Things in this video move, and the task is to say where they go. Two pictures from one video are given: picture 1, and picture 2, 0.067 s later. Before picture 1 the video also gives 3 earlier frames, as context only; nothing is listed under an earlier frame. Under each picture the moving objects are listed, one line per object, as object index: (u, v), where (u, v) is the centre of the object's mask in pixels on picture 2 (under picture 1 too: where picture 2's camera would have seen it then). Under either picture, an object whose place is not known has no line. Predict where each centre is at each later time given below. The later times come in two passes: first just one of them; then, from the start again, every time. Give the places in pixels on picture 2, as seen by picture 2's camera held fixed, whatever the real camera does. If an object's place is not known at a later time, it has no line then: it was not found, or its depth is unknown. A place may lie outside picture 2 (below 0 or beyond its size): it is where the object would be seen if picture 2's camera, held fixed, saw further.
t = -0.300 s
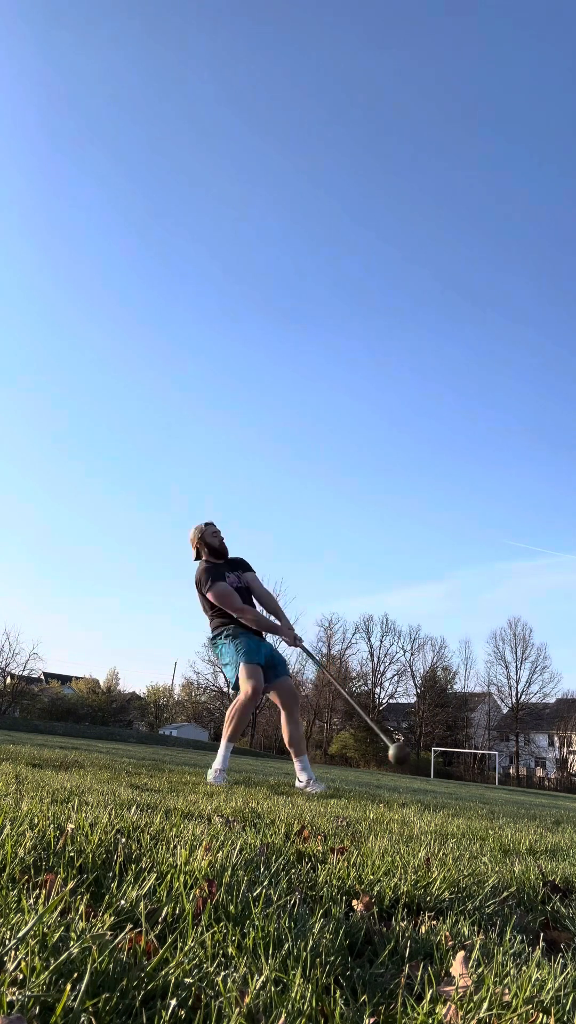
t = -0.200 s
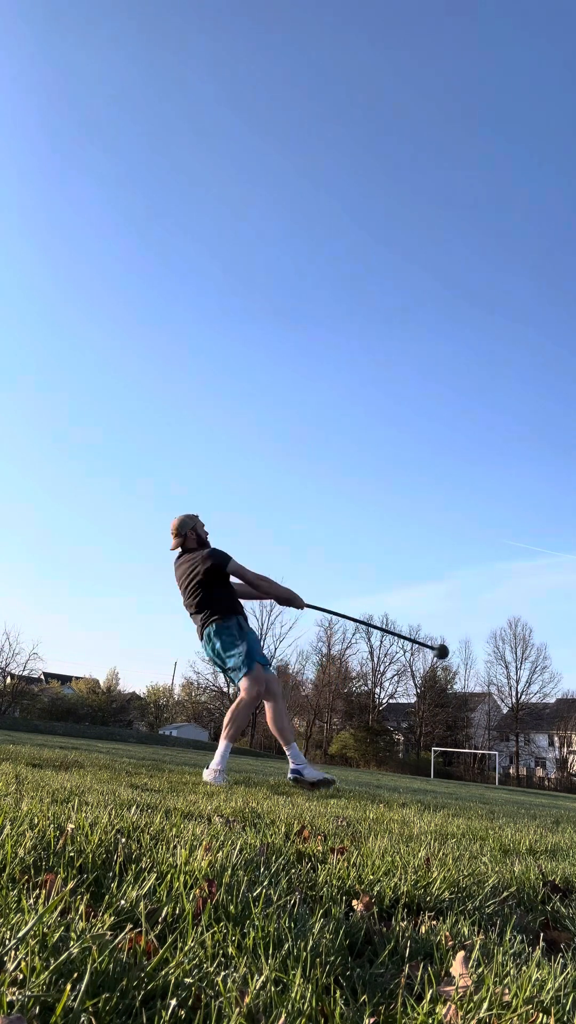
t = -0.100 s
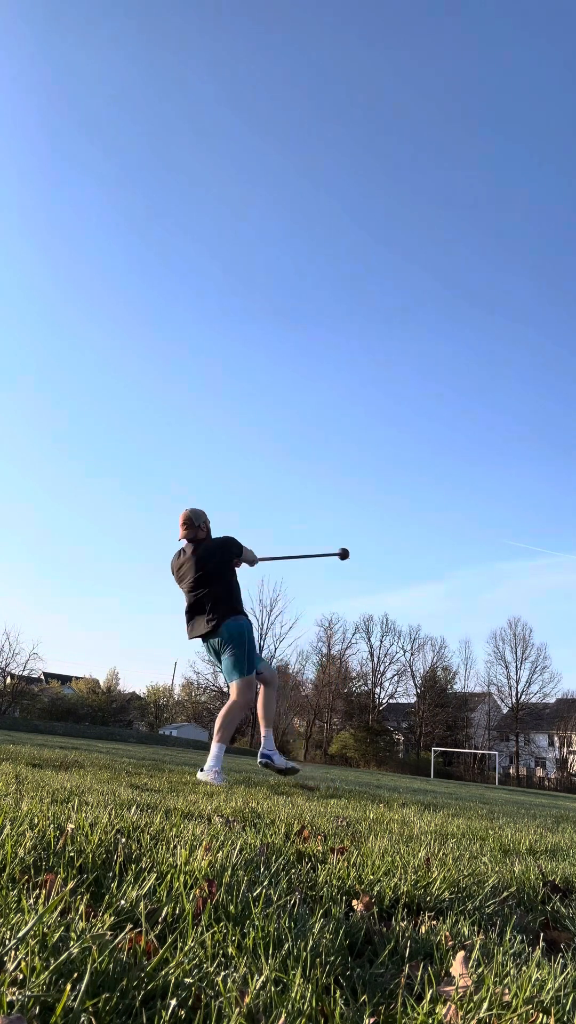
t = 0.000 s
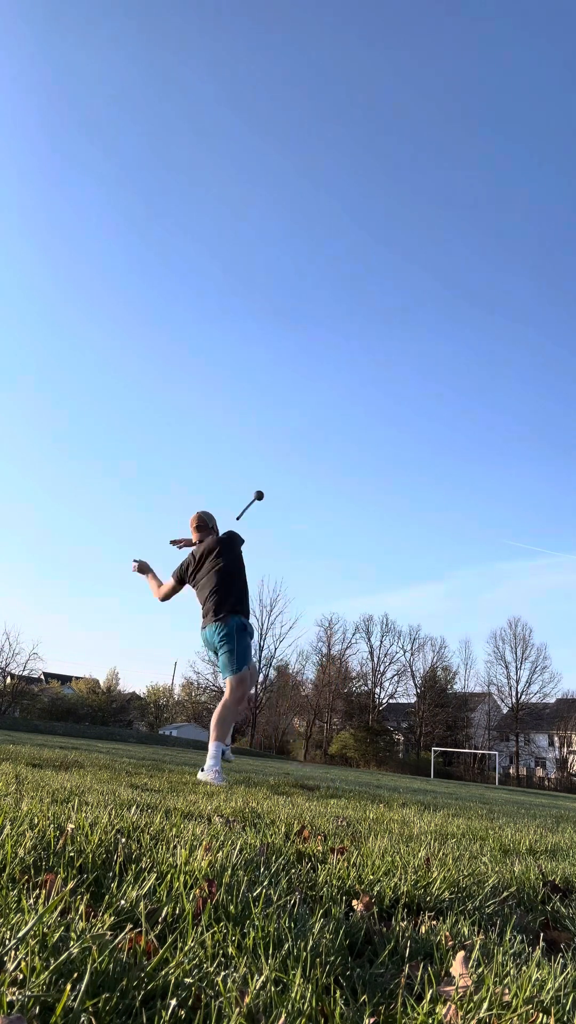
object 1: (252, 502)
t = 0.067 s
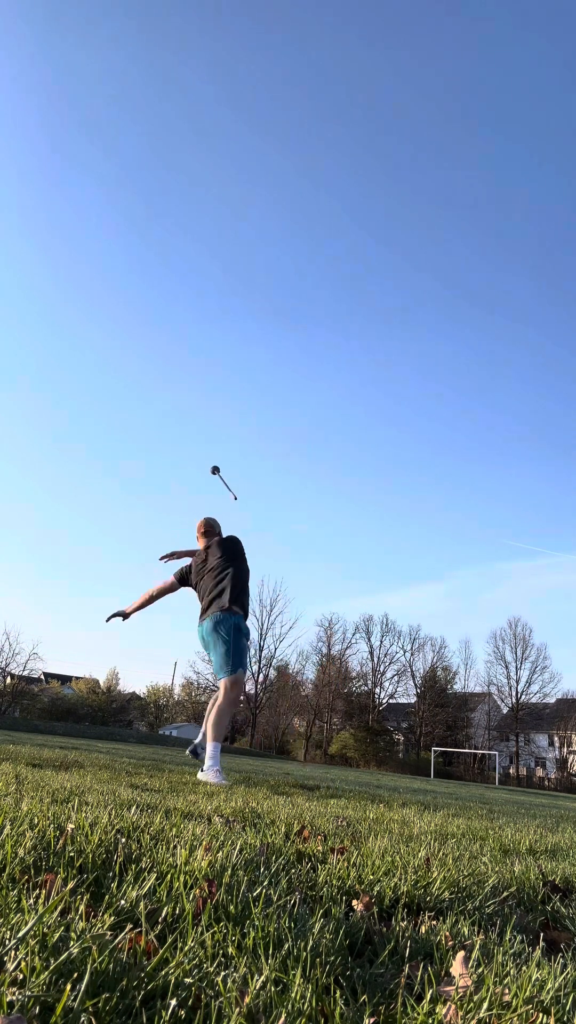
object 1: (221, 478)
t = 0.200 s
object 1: (177, 451)
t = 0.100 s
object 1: (210, 471)
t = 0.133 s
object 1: (200, 464)
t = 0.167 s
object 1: (189, 457)
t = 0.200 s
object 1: (177, 451)
